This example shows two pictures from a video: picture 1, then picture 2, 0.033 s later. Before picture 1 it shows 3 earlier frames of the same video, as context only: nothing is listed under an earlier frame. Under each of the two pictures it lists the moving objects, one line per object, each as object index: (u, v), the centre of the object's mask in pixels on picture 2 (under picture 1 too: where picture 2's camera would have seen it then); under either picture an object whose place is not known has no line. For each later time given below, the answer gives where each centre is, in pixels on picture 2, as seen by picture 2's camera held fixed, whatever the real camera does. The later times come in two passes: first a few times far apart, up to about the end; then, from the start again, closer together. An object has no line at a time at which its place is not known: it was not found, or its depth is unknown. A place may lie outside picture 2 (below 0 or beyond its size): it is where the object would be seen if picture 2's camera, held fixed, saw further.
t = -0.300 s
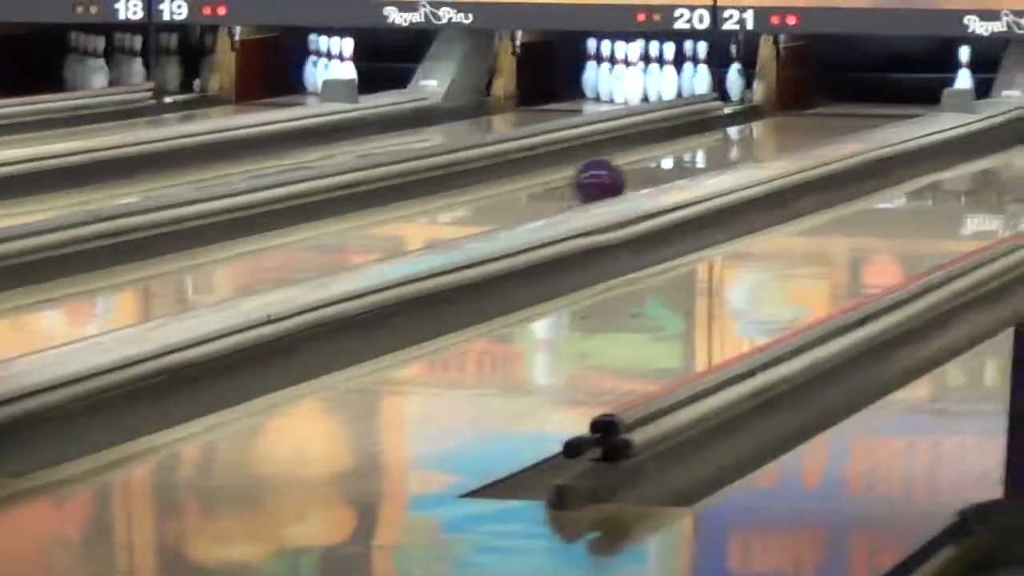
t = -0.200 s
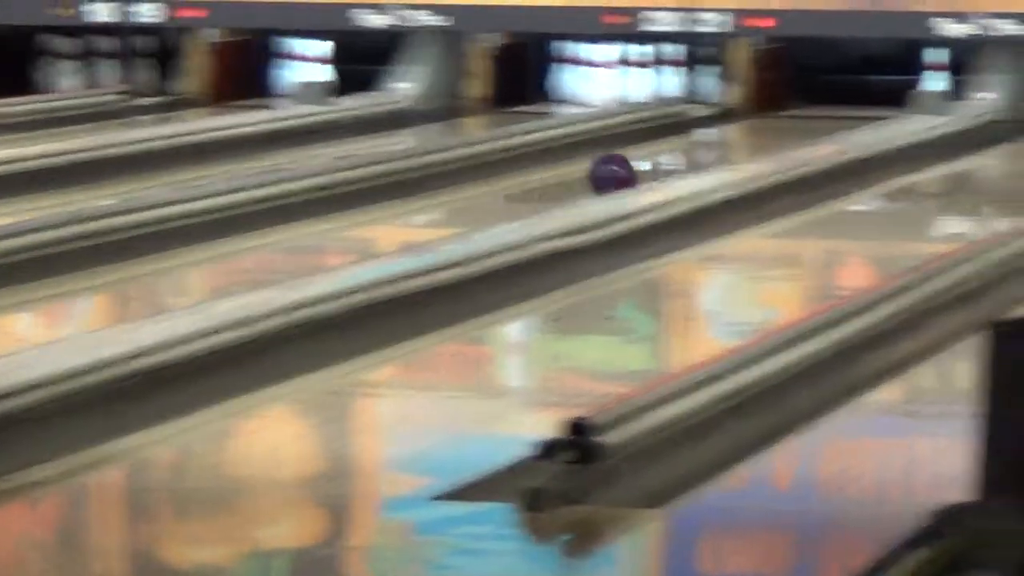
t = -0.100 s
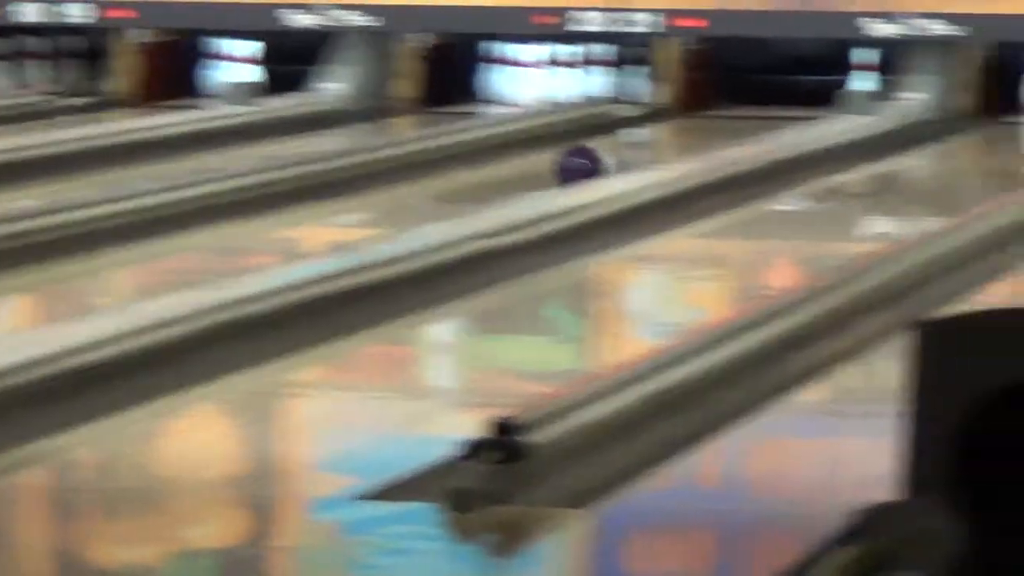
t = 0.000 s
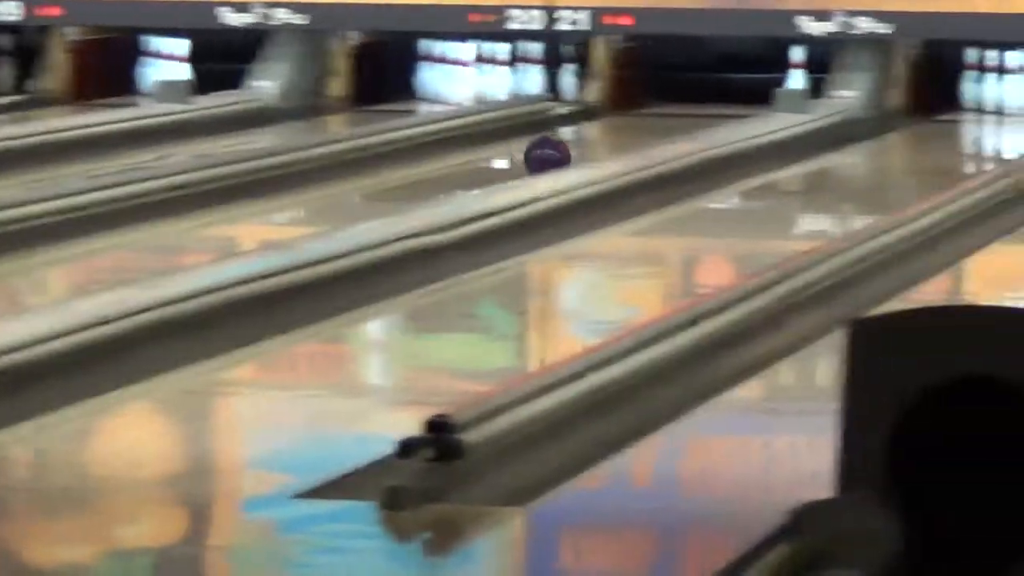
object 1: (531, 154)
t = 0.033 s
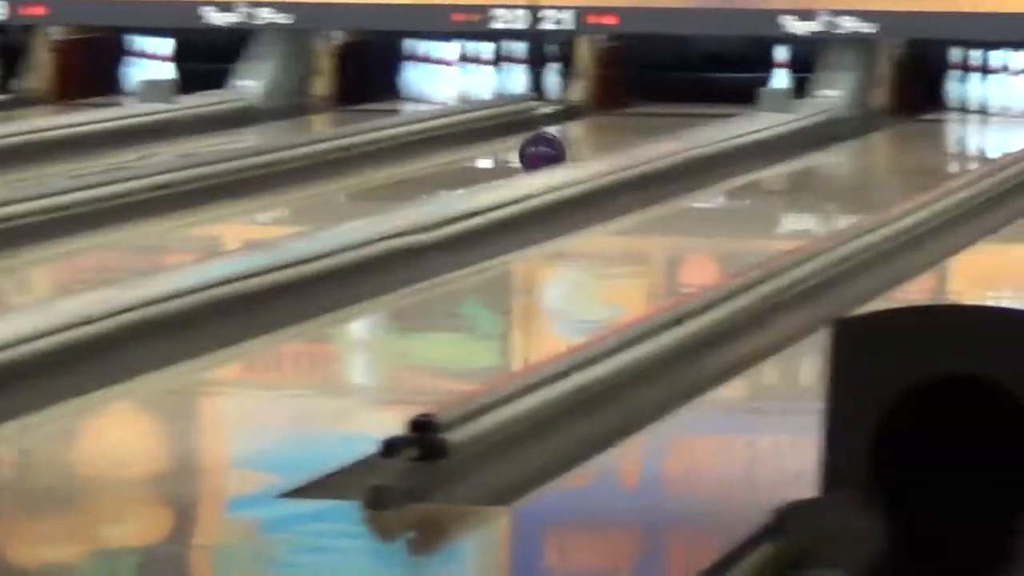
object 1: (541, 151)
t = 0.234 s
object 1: (599, 136)
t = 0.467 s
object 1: (654, 122)
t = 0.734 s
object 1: (702, 107)
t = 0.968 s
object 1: (737, 98)
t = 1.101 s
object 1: (754, 90)
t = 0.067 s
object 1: (552, 147)
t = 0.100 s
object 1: (562, 145)
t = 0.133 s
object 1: (571, 143)
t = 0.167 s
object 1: (581, 141)
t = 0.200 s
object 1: (590, 139)
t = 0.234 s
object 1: (599, 136)
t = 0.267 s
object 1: (608, 134)
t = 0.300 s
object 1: (617, 132)
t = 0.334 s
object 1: (627, 129)
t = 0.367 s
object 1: (634, 127)
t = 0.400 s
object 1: (640, 125)
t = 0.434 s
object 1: (647, 123)
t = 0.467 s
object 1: (654, 122)
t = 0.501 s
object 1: (662, 120)
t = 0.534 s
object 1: (667, 117)
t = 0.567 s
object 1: (674, 115)
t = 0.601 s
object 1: (679, 113)
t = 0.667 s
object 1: (691, 110)
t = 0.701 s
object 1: (697, 108)
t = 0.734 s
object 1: (702, 107)
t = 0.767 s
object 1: (707, 105)
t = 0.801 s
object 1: (713, 104)
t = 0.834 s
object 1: (718, 103)
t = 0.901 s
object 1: (729, 100)
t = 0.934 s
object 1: (733, 99)
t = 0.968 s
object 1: (737, 98)
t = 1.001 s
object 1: (741, 97)
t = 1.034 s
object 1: (745, 98)
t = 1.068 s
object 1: (750, 96)
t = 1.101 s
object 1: (754, 90)
